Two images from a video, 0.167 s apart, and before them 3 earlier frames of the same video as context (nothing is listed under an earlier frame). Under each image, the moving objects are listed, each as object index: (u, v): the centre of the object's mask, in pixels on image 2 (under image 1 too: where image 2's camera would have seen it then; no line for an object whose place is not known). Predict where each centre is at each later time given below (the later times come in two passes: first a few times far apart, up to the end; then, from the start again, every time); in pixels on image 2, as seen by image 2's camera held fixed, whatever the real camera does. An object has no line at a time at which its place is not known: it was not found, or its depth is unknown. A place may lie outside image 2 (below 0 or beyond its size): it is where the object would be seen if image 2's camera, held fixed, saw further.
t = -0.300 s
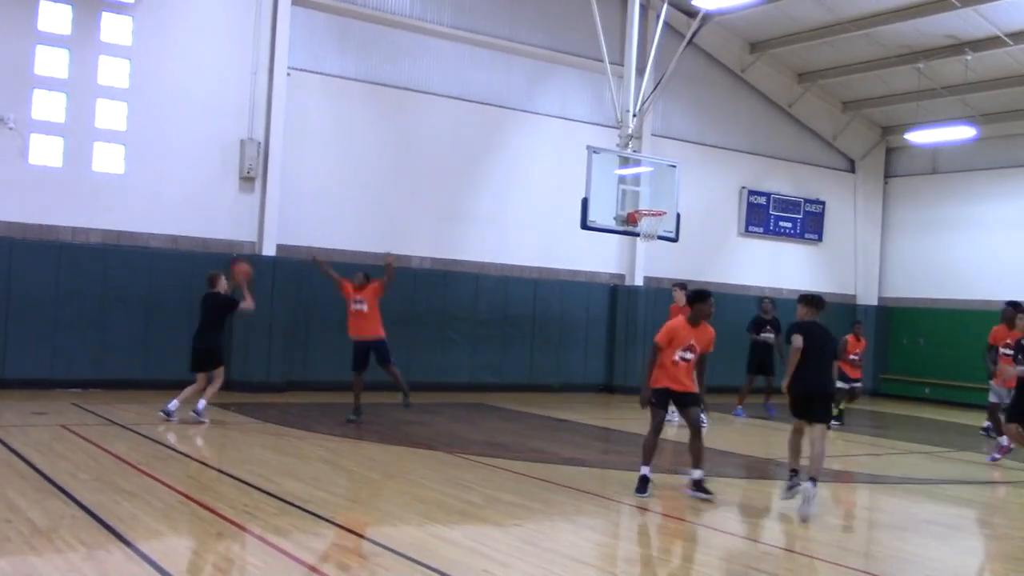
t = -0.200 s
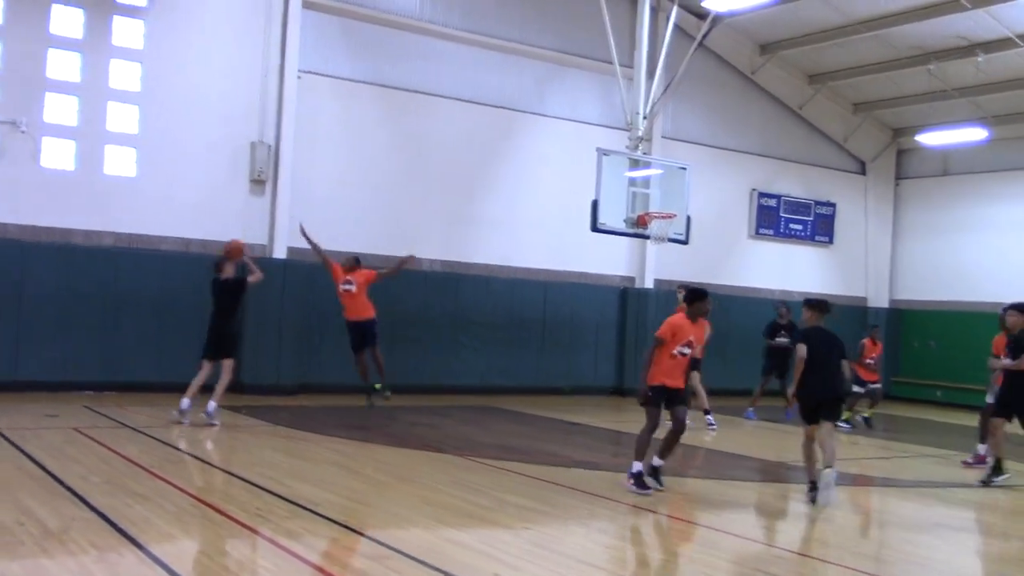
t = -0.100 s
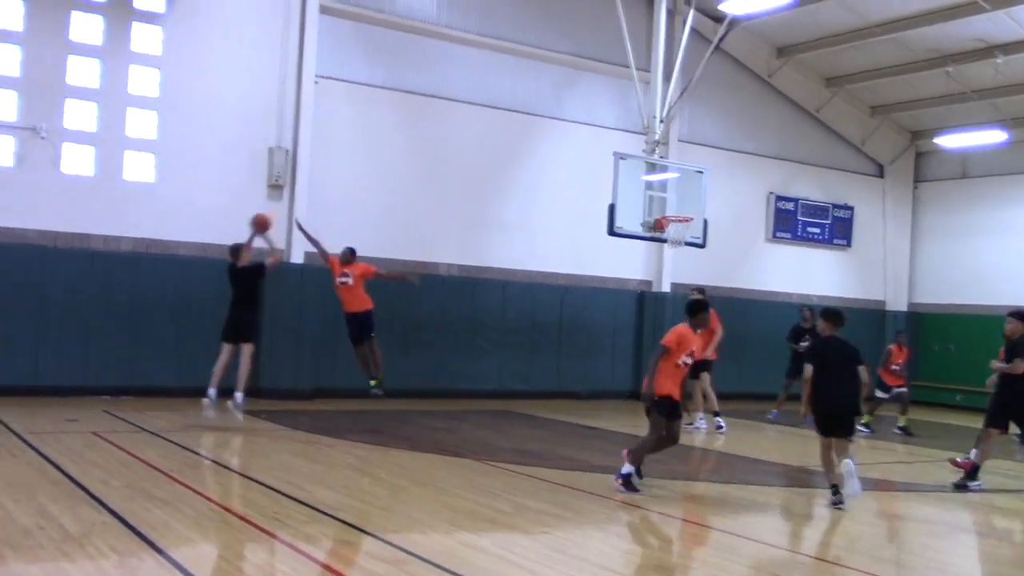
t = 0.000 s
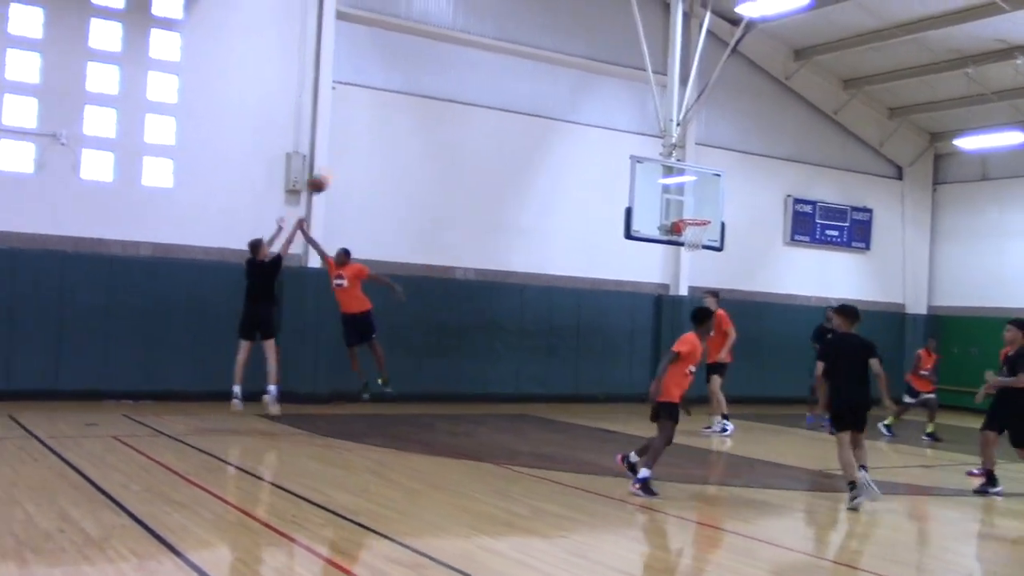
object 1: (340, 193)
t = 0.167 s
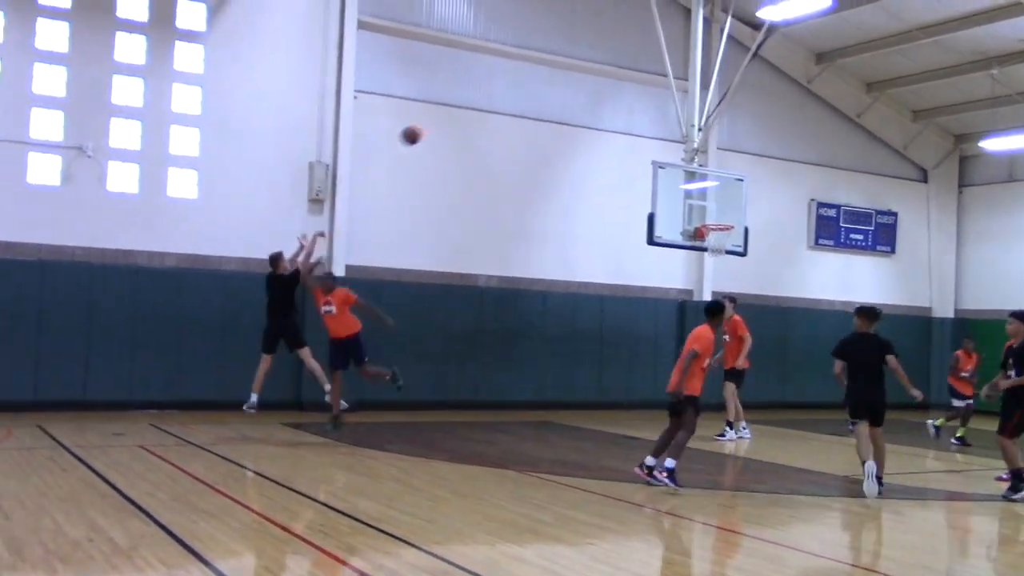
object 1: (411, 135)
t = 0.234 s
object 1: (438, 119)
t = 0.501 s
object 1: (535, 92)
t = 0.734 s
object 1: (609, 110)
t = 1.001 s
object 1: (684, 174)
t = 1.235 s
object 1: (718, 246)
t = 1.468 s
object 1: (696, 254)
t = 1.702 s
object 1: (671, 293)
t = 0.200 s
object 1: (425, 126)
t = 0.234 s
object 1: (438, 119)
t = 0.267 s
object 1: (452, 113)
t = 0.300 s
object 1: (465, 107)
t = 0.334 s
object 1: (477, 103)
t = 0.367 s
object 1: (489, 99)
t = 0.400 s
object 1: (501, 95)
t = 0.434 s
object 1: (513, 93)
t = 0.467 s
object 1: (524, 92)
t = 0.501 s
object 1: (535, 92)
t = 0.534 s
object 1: (546, 92)
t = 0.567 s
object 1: (557, 93)
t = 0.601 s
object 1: (568, 95)
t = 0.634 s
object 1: (578, 98)
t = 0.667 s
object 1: (589, 101)
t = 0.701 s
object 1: (599, 105)
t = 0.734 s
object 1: (609, 110)
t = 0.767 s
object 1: (619, 116)
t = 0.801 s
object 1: (628, 122)
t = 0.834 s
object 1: (638, 129)
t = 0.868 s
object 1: (647, 137)
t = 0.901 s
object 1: (656, 145)
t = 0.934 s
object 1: (665, 153)
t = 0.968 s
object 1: (675, 163)
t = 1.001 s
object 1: (684, 174)
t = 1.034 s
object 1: (693, 185)
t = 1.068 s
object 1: (702, 196)
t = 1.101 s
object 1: (710, 207)
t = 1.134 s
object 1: (718, 219)
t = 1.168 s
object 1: (725, 232)
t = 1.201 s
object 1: (723, 240)
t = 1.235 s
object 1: (718, 246)
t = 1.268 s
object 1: (713, 248)
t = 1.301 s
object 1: (710, 247)
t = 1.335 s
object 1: (708, 247)
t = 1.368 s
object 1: (705, 249)
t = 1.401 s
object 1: (702, 249)
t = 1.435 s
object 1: (698, 252)
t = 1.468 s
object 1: (696, 254)
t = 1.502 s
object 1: (692, 257)
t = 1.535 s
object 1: (688, 262)
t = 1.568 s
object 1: (684, 266)
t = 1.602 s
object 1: (680, 272)
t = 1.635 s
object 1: (677, 278)
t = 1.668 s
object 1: (675, 285)
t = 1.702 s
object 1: (671, 293)
